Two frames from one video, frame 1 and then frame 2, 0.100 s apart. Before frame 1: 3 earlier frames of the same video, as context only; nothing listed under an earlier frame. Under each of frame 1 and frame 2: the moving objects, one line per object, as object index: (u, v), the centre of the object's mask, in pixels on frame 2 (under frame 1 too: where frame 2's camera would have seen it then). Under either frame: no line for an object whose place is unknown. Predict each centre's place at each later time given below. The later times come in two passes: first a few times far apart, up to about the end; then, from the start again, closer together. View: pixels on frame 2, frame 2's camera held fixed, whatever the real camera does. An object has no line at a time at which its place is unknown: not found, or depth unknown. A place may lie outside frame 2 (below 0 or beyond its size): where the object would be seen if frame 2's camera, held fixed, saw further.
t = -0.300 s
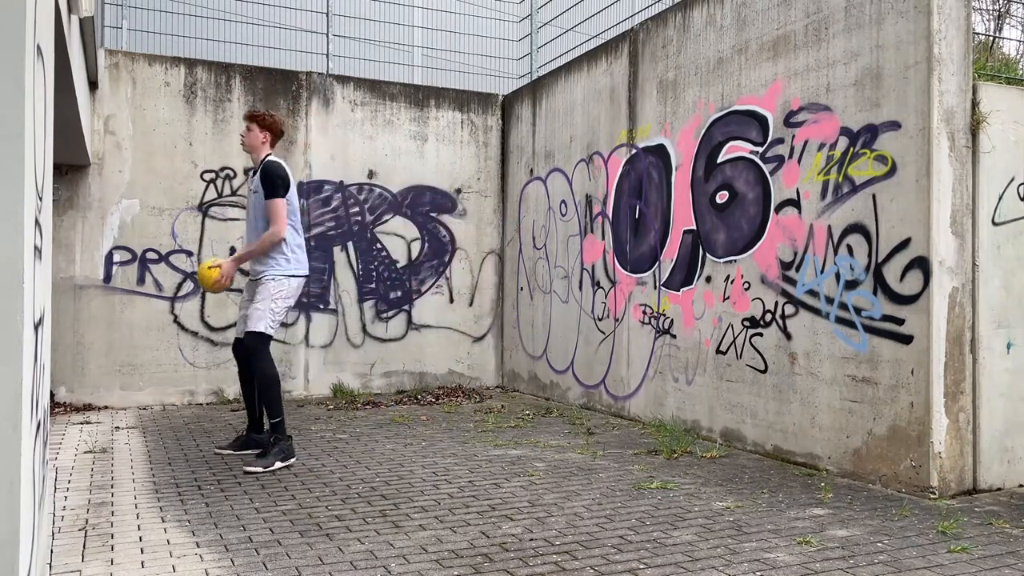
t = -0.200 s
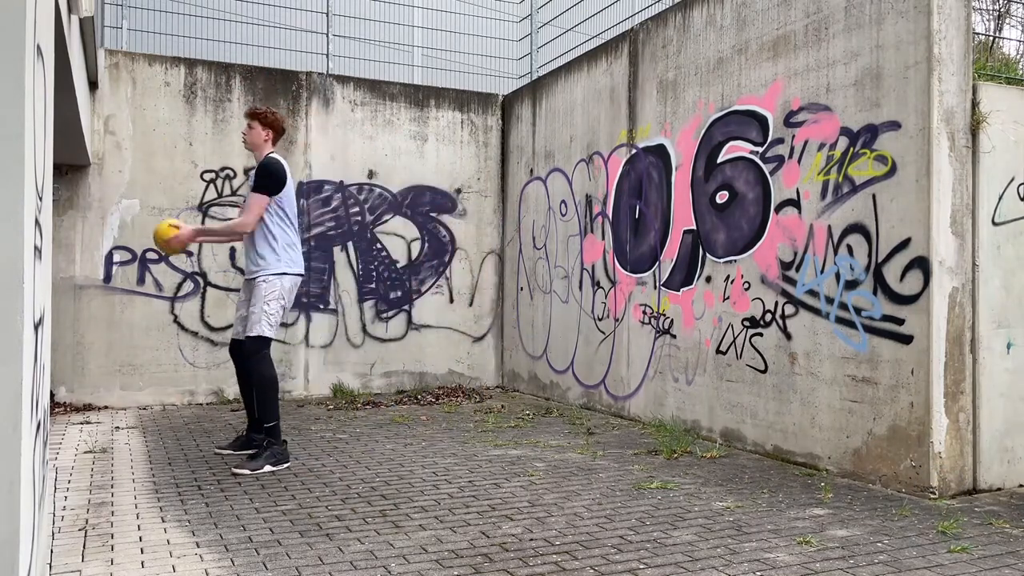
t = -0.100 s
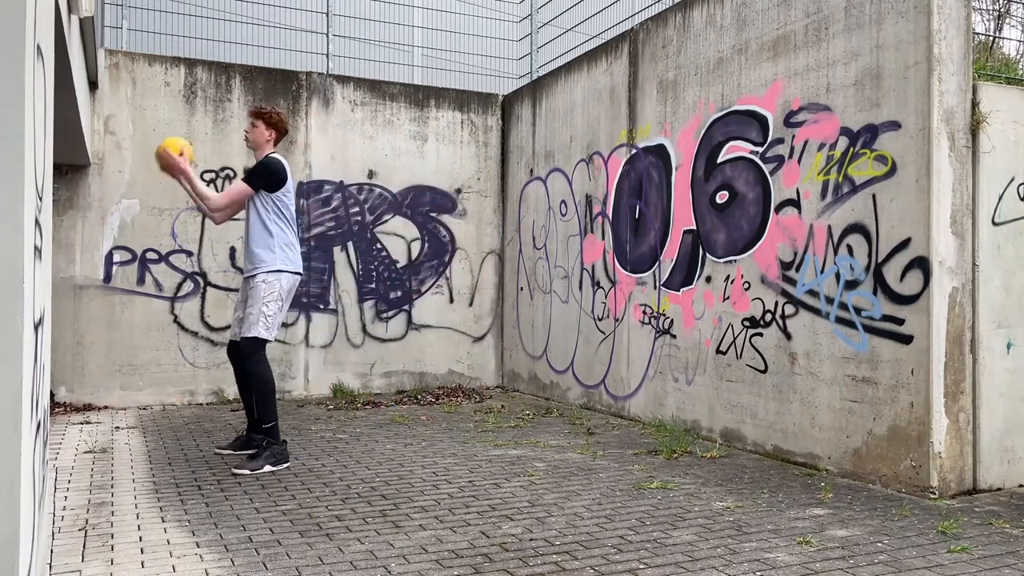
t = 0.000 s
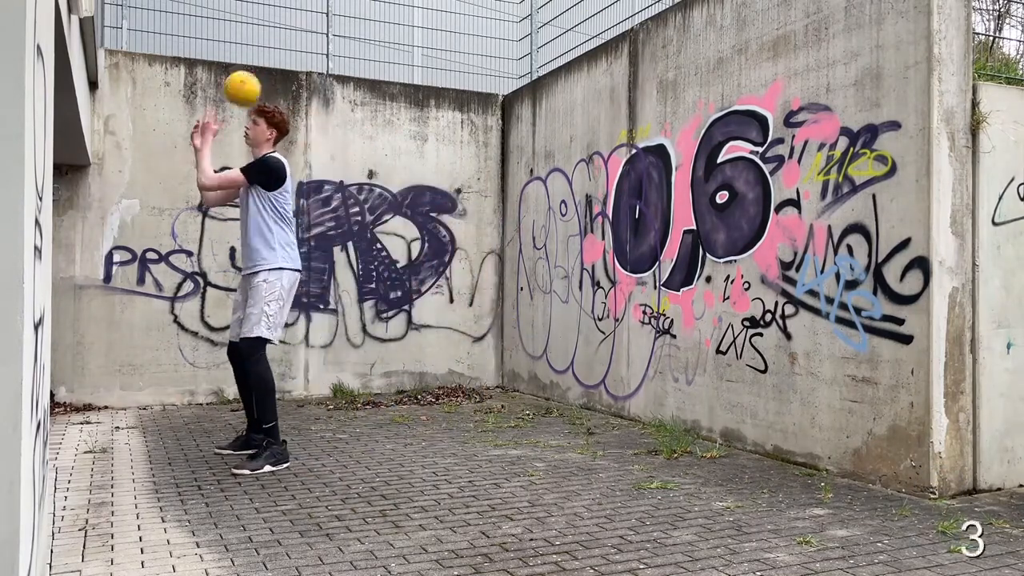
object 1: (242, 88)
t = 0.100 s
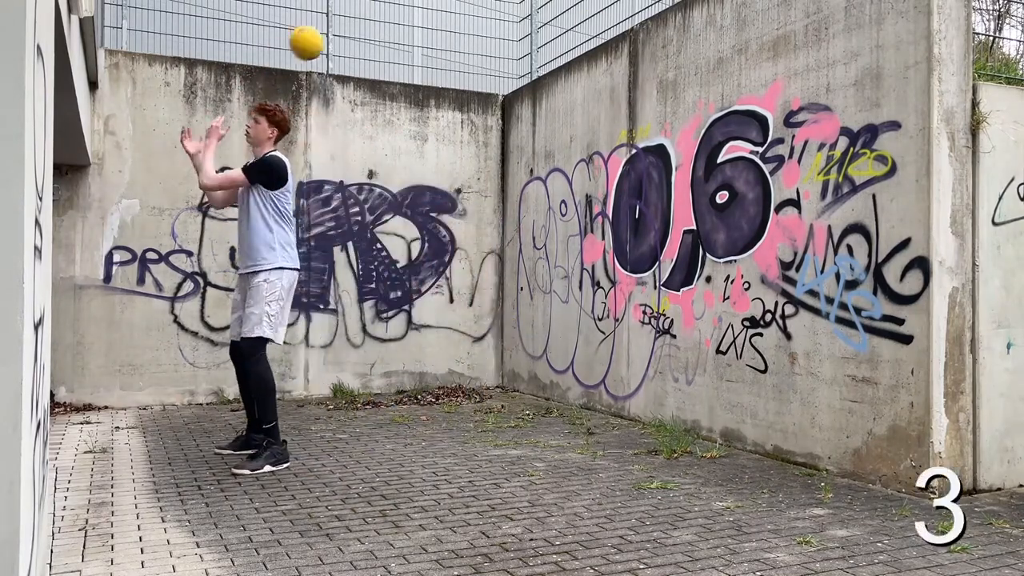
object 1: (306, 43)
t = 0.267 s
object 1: (405, 10)
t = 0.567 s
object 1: (557, 43)
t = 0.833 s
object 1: (618, 149)
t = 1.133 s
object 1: (514, 328)
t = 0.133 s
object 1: (327, 31)
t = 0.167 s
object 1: (347, 22)
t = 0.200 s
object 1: (367, 15)
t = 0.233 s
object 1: (386, 12)
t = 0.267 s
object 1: (405, 10)
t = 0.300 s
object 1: (423, 9)
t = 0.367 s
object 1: (458, 9)
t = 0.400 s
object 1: (475, 10)
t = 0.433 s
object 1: (492, 13)
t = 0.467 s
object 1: (509, 17)
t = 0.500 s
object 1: (525, 25)
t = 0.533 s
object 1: (541, 33)
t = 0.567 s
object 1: (557, 43)
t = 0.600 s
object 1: (572, 53)
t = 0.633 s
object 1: (587, 66)
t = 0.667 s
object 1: (602, 80)
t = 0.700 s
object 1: (616, 95)
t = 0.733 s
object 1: (630, 112)
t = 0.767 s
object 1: (641, 128)
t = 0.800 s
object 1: (629, 137)
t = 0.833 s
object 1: (618, 149)
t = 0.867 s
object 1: (606, 163)
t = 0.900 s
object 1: (595, 178)
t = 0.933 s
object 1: (583, 194)
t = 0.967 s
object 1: (572, 213)
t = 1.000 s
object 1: (561, 233)
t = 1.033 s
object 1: (549, 254)
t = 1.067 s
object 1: (538, 277)
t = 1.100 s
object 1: (526, 302)
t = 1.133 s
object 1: (514, 328)
